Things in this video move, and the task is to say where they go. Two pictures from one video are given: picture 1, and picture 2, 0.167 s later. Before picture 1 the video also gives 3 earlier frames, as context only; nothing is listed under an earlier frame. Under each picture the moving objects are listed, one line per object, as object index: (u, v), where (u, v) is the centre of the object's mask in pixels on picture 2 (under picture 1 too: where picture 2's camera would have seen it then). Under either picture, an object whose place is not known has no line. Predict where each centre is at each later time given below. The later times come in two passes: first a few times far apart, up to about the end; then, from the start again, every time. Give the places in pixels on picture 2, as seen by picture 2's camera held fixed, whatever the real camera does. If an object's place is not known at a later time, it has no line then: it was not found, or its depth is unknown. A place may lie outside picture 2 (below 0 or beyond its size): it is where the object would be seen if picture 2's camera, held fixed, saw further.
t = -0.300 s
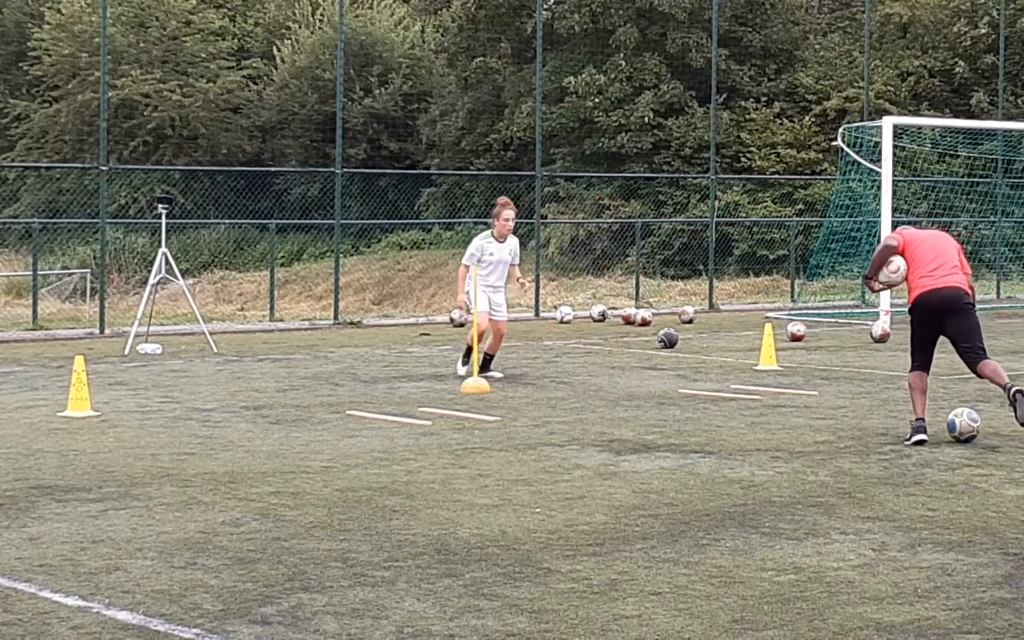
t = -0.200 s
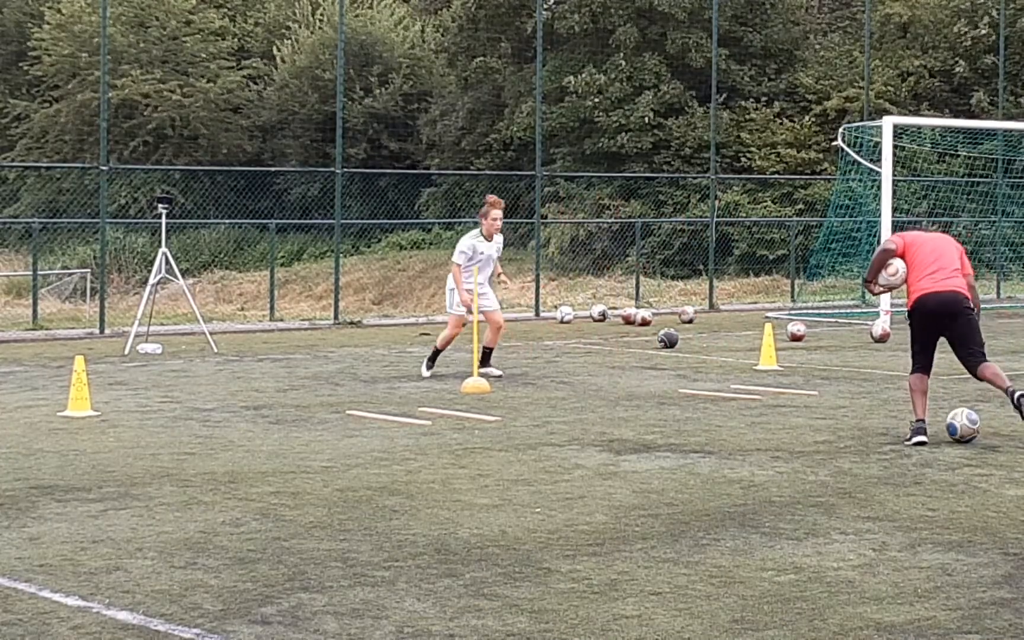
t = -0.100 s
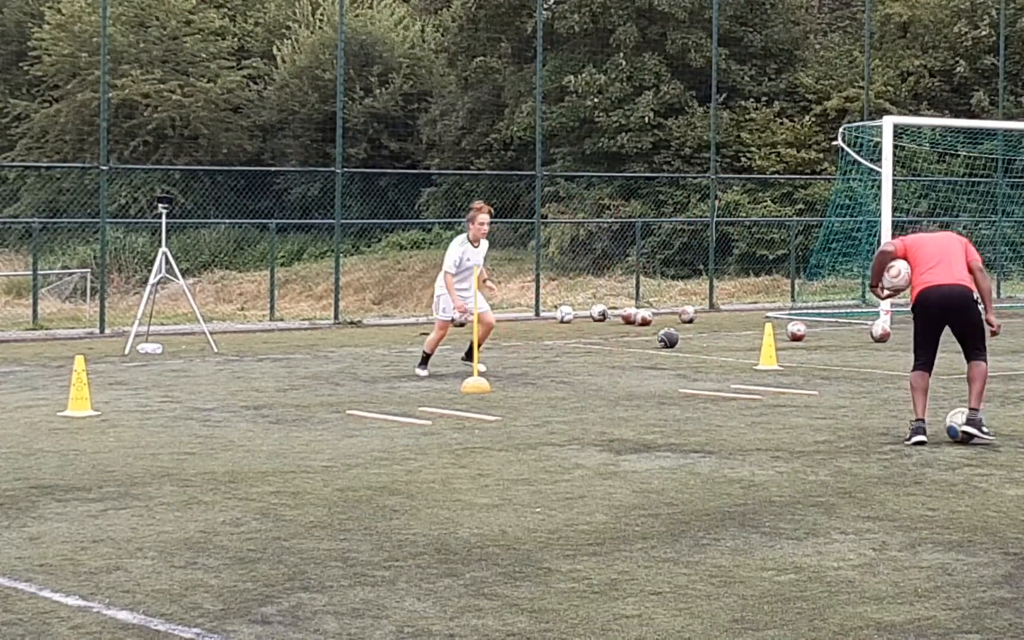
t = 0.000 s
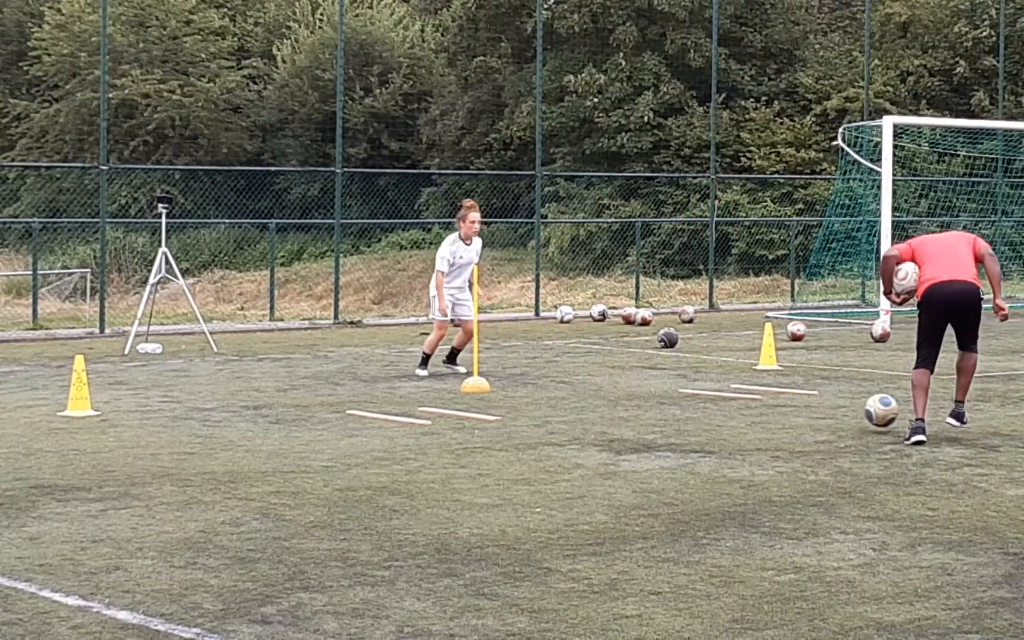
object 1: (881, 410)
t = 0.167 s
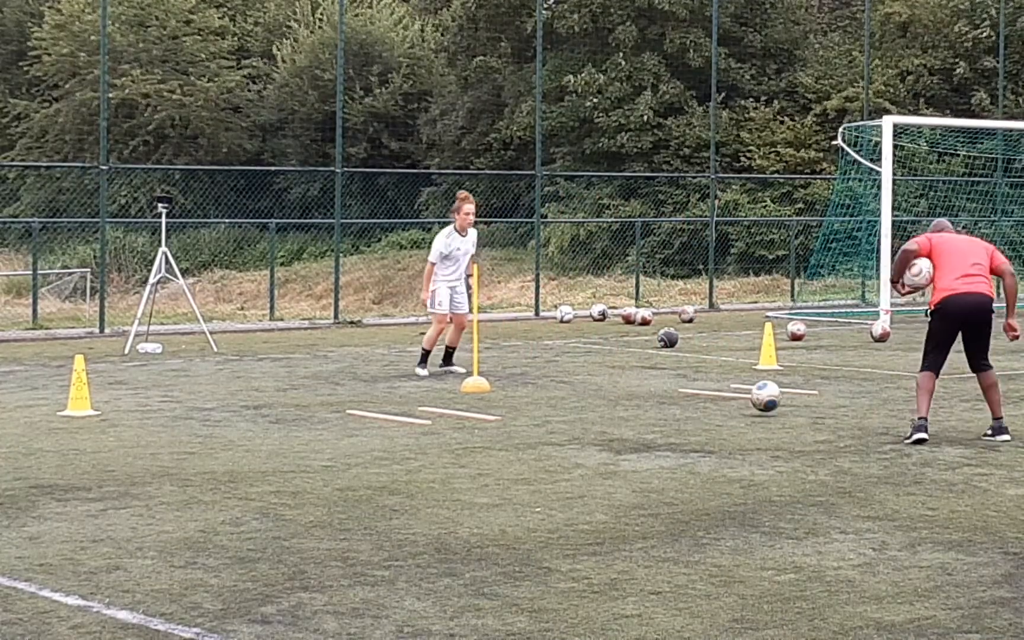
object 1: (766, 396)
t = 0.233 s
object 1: (727, 393)
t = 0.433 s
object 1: (636, 380)
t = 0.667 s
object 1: (553, 375)
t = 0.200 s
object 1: (746, 394)
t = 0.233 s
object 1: (727, 393)
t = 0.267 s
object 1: (708, 394)
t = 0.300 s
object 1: (693, 391)
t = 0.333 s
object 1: (678, 385)
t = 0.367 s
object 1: (664, 382)
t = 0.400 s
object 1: (649, 380)
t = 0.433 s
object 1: (636, 380)
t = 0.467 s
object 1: (621, 381)
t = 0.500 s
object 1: (608, 384)
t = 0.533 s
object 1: (597, 381)
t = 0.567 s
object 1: (586, 377)
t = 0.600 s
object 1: (574, 375)
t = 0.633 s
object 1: (563, 375)
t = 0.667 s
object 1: (553, 375)
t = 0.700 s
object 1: (542, 377)
